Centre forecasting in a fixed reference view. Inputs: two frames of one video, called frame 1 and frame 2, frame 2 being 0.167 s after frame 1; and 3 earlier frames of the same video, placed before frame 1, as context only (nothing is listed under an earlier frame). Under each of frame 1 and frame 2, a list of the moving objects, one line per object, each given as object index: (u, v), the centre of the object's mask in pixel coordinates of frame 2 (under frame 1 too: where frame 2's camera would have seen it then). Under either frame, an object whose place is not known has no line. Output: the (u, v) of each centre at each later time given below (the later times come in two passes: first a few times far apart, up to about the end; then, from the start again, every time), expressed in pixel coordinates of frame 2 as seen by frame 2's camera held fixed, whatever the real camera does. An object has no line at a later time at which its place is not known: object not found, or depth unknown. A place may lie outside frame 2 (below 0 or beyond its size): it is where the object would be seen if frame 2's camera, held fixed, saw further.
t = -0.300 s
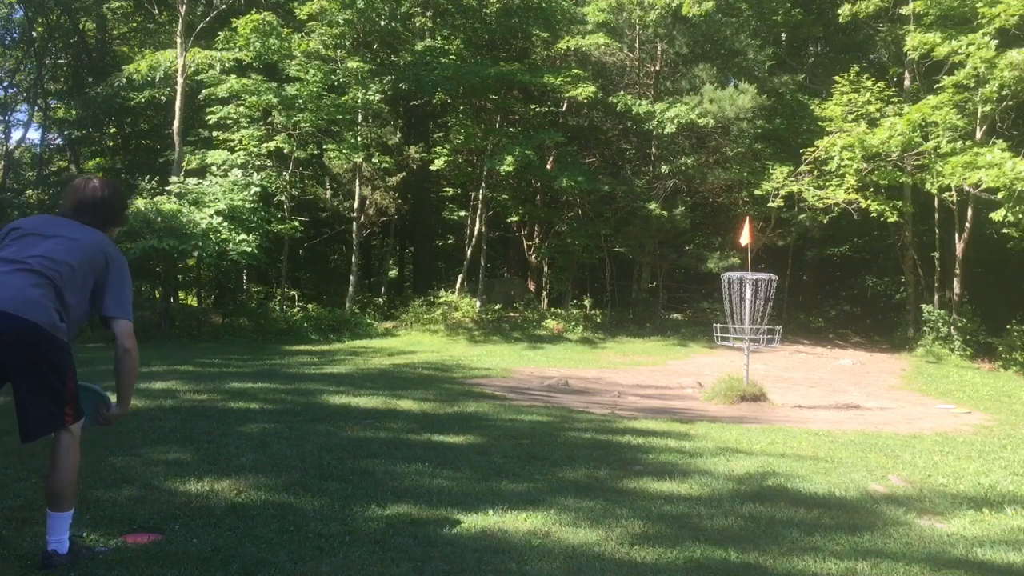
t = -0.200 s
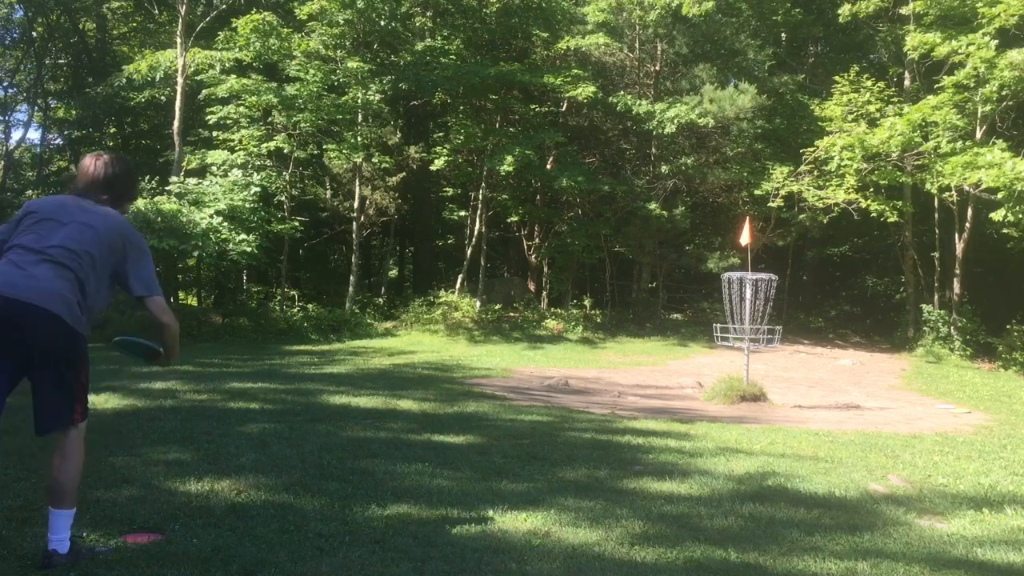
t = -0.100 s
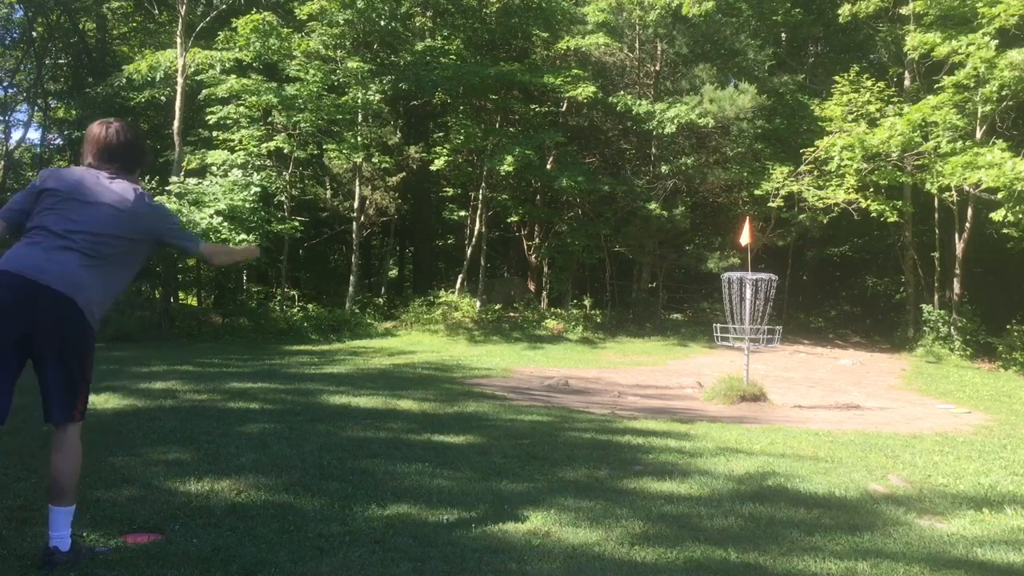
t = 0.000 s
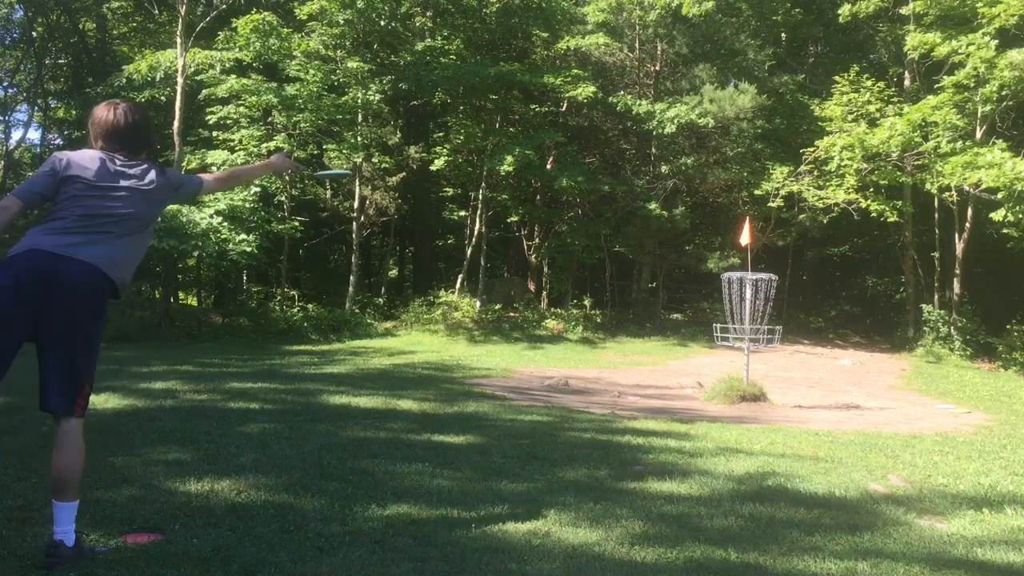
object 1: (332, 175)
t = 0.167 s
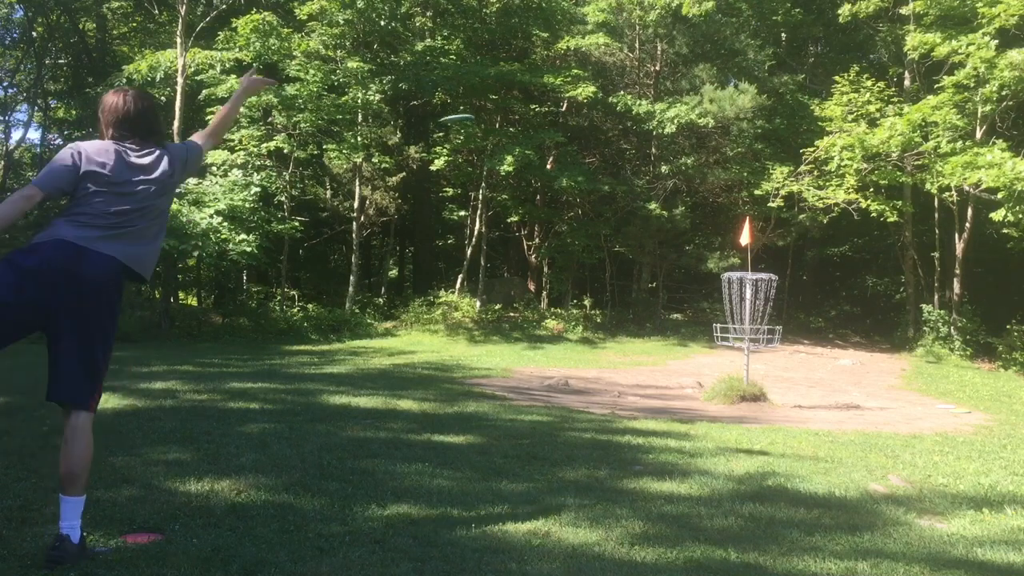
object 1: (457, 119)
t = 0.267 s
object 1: (512, 117)
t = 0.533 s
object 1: (626, 164)
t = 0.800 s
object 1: (697, 240)
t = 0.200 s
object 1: (477, 115)
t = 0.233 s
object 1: (495, 114)
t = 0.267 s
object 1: (512, 117)
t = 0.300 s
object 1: (531, 119)
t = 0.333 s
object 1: (548, 121)
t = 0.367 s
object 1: (561, 127)
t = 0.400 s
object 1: (576, 134)
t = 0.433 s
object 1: (589, 140)
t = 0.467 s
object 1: (602, 148)
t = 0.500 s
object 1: (614, 156)
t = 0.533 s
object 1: (626, 164)
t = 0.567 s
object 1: (636, 173)
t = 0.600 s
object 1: (646, 182)
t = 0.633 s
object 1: (656, 191)
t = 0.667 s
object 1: (666, 203)
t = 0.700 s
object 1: (675, 212)
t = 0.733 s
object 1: (683, 221)
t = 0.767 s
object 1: (690, 230)
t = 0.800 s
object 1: (697, 240)
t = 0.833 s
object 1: (705, 250)
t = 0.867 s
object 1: (709, 258)
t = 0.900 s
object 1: (716, 268)
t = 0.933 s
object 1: (718, 278)
